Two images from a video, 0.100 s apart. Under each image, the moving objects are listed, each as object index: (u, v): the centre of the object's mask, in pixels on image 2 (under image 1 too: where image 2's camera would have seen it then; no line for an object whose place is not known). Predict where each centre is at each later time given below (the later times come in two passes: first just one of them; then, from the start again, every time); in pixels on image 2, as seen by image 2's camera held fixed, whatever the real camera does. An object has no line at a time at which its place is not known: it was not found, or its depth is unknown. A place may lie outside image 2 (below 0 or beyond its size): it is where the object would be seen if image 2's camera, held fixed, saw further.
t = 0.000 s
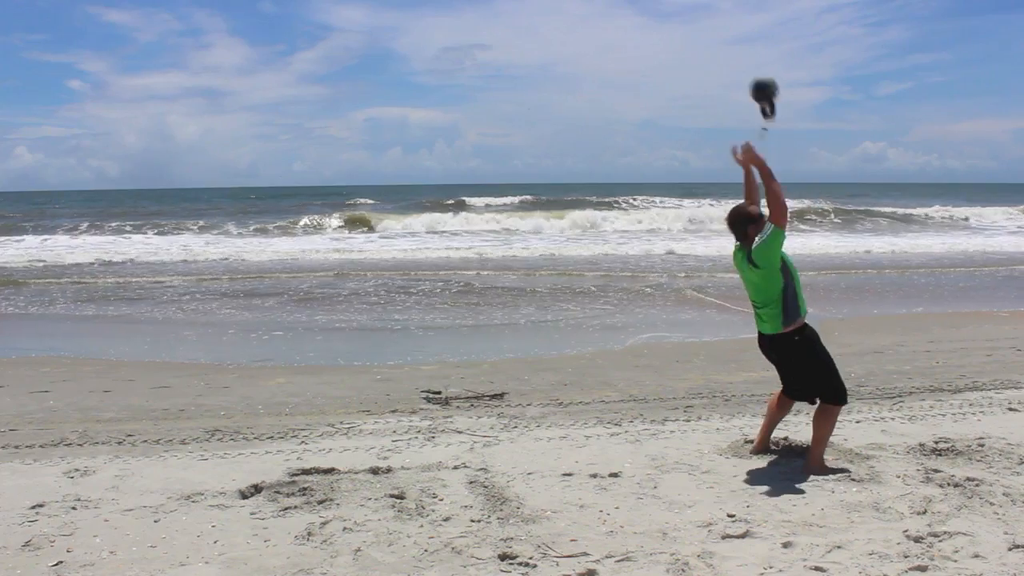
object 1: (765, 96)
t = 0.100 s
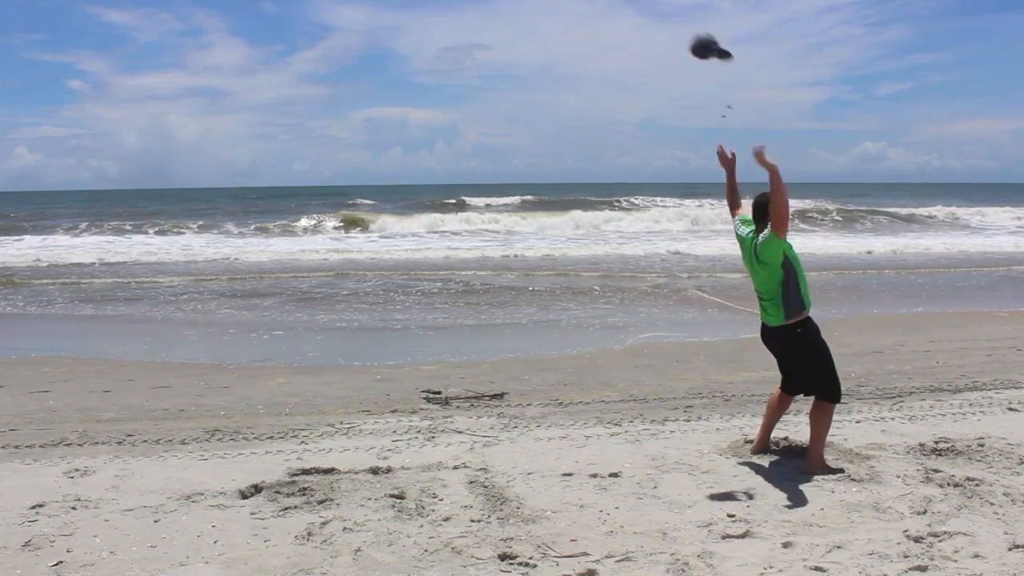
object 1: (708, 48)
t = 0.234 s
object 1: (625, 12)
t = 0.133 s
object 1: (688, 36)
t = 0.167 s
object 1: (668, 25)
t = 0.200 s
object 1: (648, 16)
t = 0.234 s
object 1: (625, 12)
